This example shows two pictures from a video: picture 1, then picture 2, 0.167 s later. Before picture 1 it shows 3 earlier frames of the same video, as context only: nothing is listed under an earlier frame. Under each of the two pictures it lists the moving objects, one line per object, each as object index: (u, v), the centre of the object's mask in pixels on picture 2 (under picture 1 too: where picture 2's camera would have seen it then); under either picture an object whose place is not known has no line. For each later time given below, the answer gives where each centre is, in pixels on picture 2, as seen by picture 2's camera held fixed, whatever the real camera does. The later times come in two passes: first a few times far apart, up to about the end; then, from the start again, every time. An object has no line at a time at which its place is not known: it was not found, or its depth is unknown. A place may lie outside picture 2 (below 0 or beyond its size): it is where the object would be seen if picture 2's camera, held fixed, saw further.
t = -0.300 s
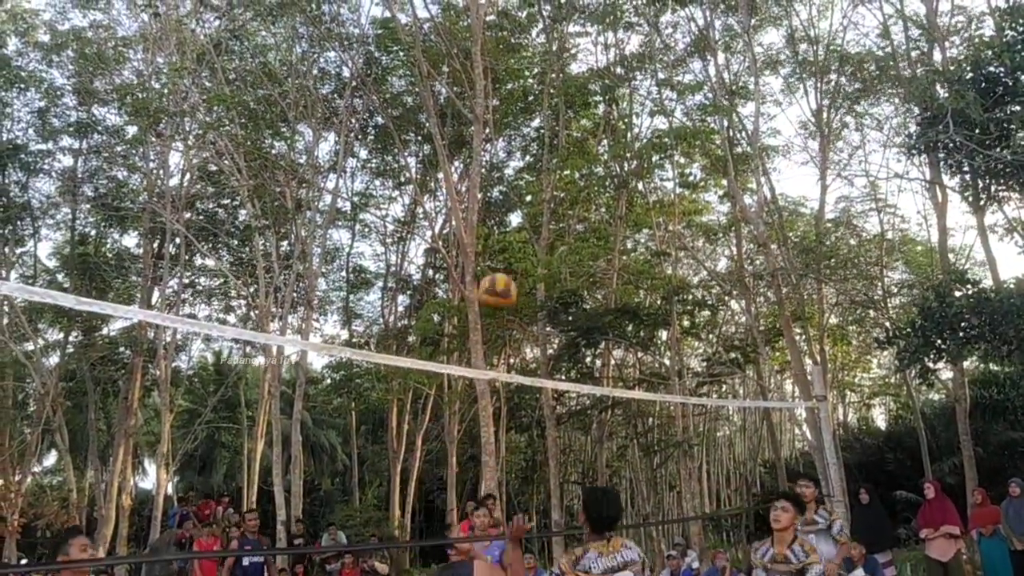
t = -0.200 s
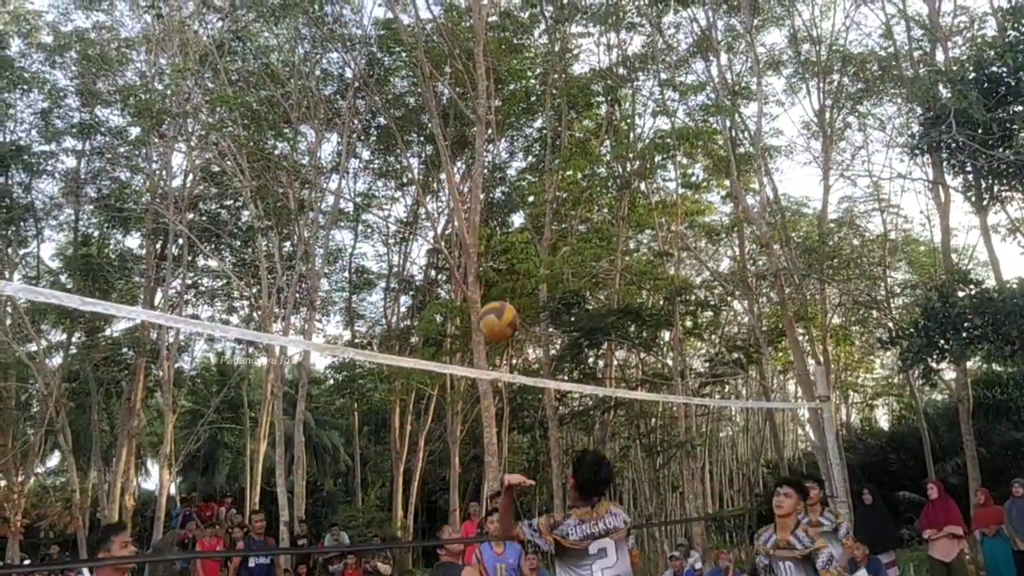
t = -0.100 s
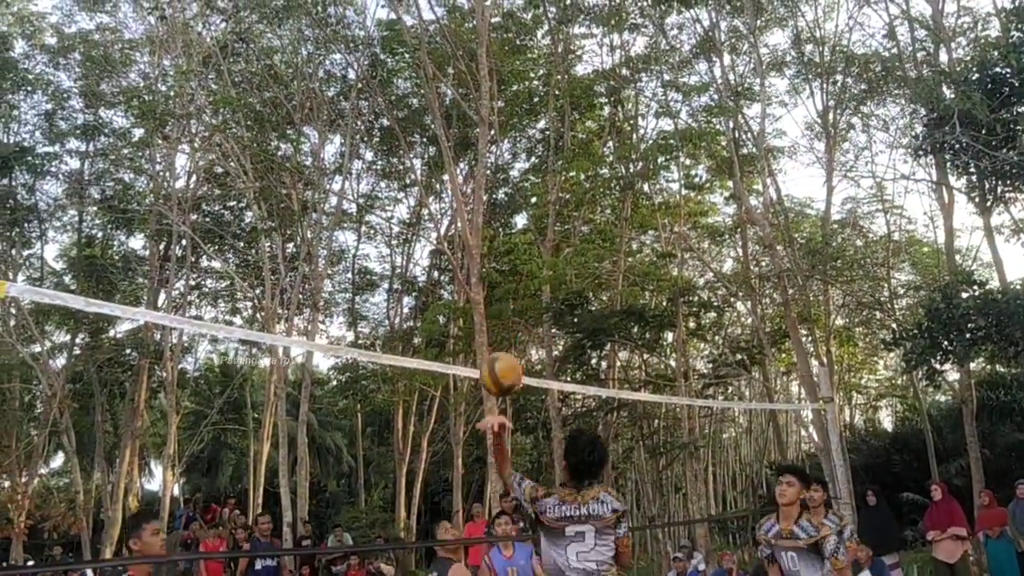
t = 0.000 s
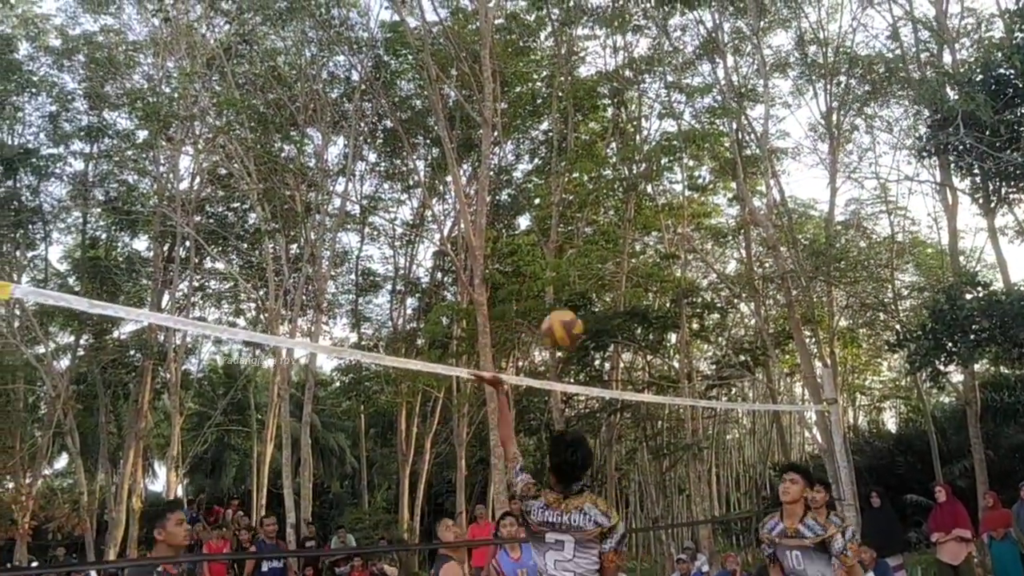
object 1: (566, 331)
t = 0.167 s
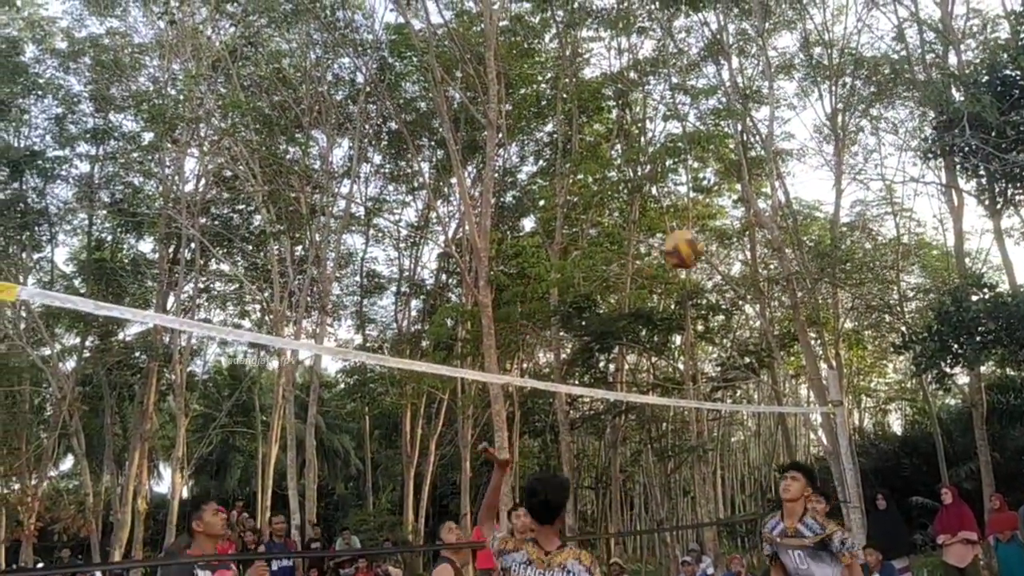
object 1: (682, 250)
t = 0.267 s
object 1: (747, 229)
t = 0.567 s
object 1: (930, 266)
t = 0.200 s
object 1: (706, 240)
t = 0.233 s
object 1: (727, 233)
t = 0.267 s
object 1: (747, 229)
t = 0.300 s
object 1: (768, 225)
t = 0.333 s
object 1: (787, 224)
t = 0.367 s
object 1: (811, 226)
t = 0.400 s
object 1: (830, 228)
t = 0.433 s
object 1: (849, 232)
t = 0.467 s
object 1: (870, 238)
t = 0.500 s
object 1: (890, 245)
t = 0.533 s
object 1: (910, 256)
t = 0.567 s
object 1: (930, 266)
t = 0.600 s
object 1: (951, 279)
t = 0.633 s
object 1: (971, 291)
